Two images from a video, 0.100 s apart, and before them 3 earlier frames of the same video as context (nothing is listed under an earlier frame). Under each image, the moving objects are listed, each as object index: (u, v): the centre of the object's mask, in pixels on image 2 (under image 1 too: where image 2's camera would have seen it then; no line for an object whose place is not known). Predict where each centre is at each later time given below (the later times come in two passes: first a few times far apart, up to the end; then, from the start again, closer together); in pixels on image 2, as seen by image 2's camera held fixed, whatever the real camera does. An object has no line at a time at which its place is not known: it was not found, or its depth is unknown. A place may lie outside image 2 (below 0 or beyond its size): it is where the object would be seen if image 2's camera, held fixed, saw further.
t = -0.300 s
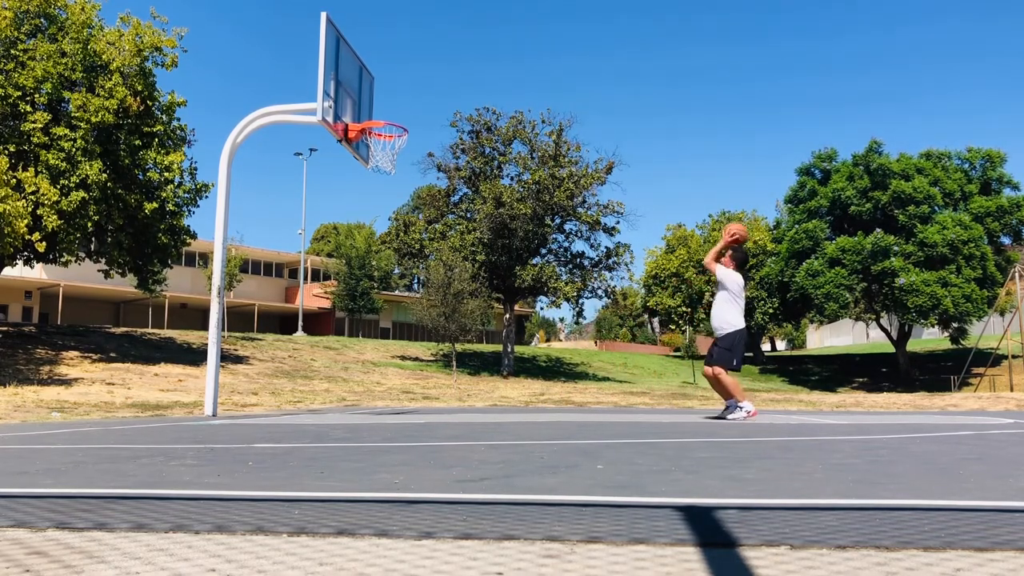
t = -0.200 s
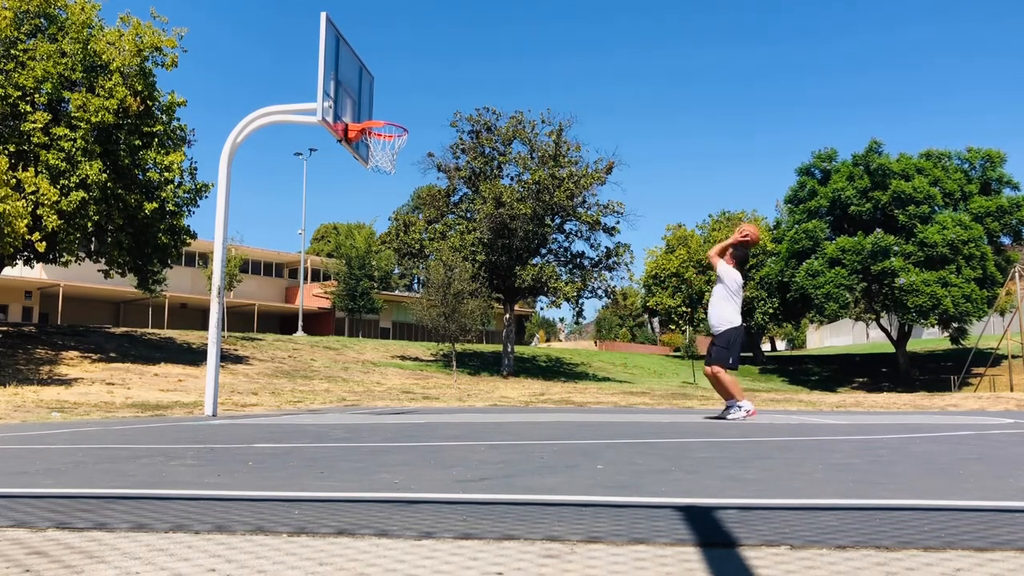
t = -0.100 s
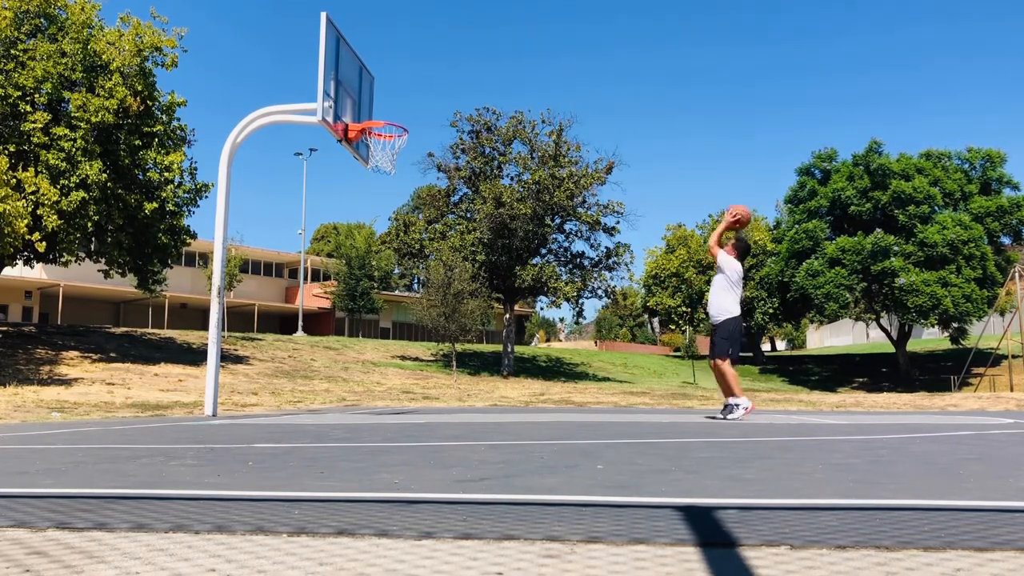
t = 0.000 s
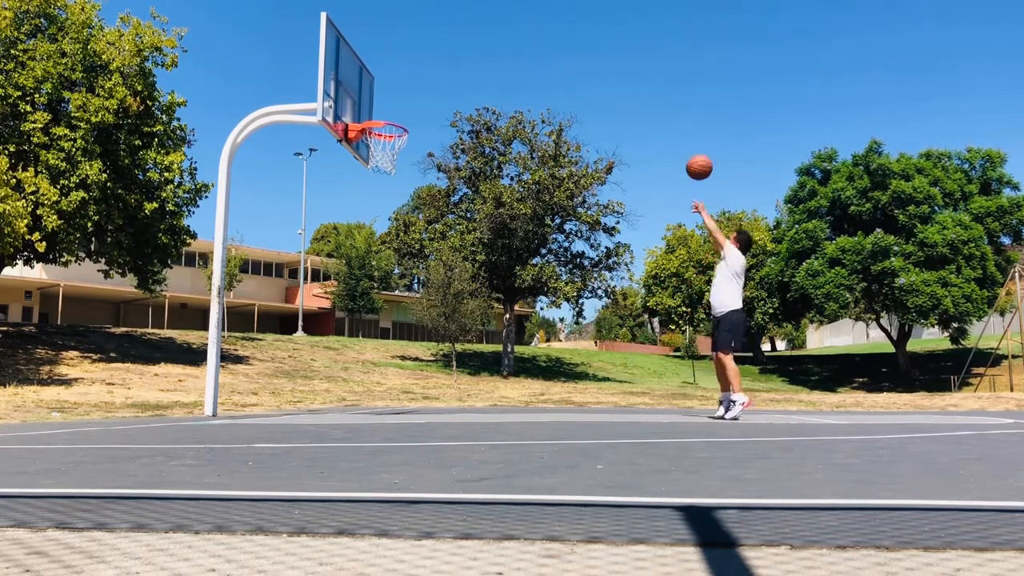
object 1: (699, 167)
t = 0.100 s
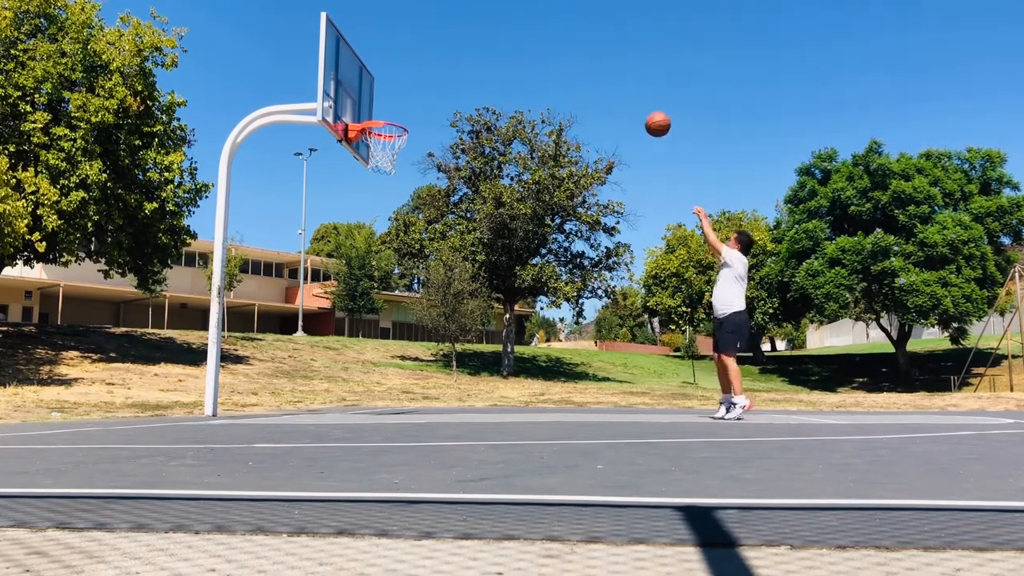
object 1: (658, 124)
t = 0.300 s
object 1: (580, 72)
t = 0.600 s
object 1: (473, 71)
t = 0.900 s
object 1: (394, 109)
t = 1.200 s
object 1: (371, 111)
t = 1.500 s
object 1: (383, 119)
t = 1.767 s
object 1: (395, 146)
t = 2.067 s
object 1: (394, 204)
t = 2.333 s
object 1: (388, 322)
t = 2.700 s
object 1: (374, 313)
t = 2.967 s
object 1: (360, 273)
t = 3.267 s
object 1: (341, 308)
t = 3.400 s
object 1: (331, 357)
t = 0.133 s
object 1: (644, 112)
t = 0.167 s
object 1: (631, 102)
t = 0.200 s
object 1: (618, 93)
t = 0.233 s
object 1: (605, 85)
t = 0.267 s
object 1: (593, 78)
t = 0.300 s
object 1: (580, 72)
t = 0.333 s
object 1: (568, 68)
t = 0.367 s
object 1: (555, 65)
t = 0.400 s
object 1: (543, 63)
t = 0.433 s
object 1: (531, 62)
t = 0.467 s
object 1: (519, 61)
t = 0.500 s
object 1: (508, 62)
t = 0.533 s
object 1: (496, 64)
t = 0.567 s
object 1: (485, 67)
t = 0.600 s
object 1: (473, 71)
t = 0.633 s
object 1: (462, 76)
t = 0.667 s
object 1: (451, 82)
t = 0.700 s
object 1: (439, 89)
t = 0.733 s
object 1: (428, 97)
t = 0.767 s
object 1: (417, 106)
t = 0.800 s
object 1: (406, 115)
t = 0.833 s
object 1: (401, 115)
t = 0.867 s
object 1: (398, 111)
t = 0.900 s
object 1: (394, 109)
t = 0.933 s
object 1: (390, 107)
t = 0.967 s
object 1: (386, 106)
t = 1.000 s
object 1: (383, 107)
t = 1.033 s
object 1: (379, 108)
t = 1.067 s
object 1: (375, 110)
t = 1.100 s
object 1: (372, 112)
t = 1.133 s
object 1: (370, 113)
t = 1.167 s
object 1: (371, 111)
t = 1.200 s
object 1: (371, 111)
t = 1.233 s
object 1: (372, 111)
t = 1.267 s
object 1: (372, 111)
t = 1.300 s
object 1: (373, 112)
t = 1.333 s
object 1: (373, 114)
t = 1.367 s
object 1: (374, 115)
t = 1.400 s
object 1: (375, 115)
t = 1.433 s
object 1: (377, 115)
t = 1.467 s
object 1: (379, 115)
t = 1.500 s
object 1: (383, 119)
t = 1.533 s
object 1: (385, 124)
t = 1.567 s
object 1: (385, 127)
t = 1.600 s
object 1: (387, 128)
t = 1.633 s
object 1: (388, 129)
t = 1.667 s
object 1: (390, 133)
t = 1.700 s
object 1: (391, 135)
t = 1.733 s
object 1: (394, 141)
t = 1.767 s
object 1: (395, 146)
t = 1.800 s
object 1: (396, 153)
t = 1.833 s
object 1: (397, 158)
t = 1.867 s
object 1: (397, 163)
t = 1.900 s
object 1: (396, 167)
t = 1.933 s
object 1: (396, 172)
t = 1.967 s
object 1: (395, 179)
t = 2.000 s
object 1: (395, 186)
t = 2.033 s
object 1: (394, 195)
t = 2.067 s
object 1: (394, 204)
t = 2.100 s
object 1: (393, 215)
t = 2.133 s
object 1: (393, 227)
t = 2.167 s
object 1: (392, 240)
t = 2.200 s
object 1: (392, 254)
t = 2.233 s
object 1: (391, 269)
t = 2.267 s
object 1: (390, 286)
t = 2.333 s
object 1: (388, 322)
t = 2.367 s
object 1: (388, 343)
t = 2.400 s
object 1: (387, 365)
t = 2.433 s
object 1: (386, 388)
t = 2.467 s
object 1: (384, 407)
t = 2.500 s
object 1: (383, 391)
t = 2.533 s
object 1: (382, 376)
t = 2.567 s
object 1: (381, 361)
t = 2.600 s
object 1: (379, 347)
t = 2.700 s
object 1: (374, 313)
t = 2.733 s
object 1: (372, 304)
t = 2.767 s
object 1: (370, 297)
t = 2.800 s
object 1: (369, 290)
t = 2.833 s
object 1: (367, 284)
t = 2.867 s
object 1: (366, 280)
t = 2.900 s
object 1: (363, 277)
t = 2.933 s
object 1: (362, 274)
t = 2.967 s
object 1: (360, 273)
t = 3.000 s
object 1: (358, 272)
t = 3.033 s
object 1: (356, 273)
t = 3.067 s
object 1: (354, 274)
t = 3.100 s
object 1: (352, 277)
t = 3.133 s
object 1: (350, 281)
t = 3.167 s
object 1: (348, 286)
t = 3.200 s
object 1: (346, 293)
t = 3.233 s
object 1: (344, 300)
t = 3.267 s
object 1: (341, 308)
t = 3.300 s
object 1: (339, 317)
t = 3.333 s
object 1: (336, 330)
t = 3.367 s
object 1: (334, 342)
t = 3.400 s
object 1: (331, 357)
